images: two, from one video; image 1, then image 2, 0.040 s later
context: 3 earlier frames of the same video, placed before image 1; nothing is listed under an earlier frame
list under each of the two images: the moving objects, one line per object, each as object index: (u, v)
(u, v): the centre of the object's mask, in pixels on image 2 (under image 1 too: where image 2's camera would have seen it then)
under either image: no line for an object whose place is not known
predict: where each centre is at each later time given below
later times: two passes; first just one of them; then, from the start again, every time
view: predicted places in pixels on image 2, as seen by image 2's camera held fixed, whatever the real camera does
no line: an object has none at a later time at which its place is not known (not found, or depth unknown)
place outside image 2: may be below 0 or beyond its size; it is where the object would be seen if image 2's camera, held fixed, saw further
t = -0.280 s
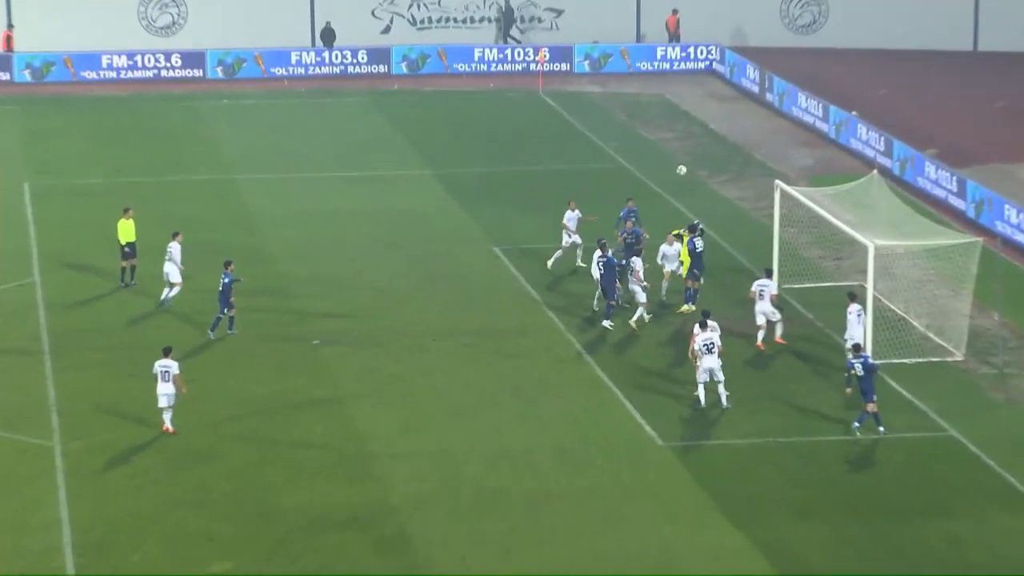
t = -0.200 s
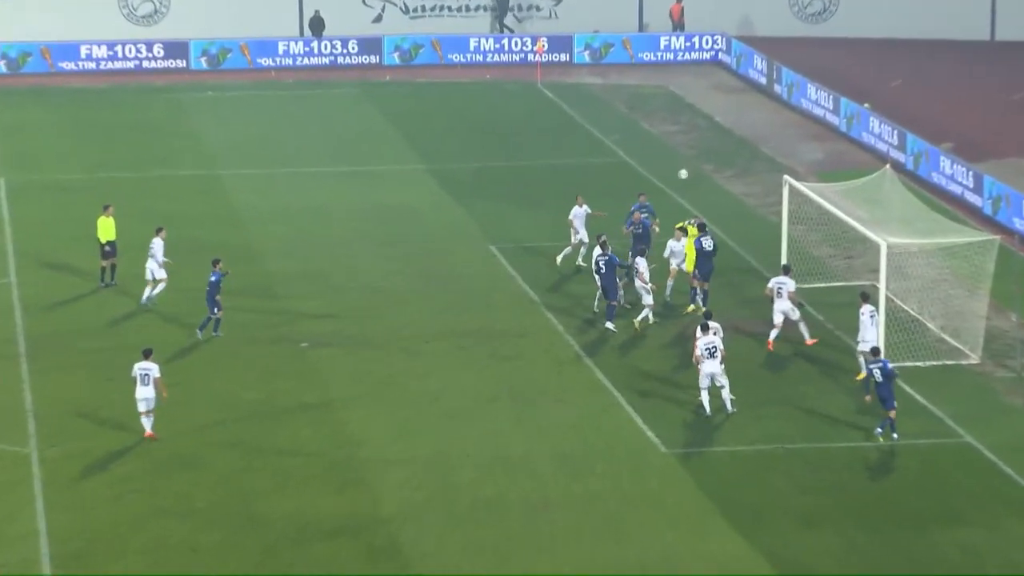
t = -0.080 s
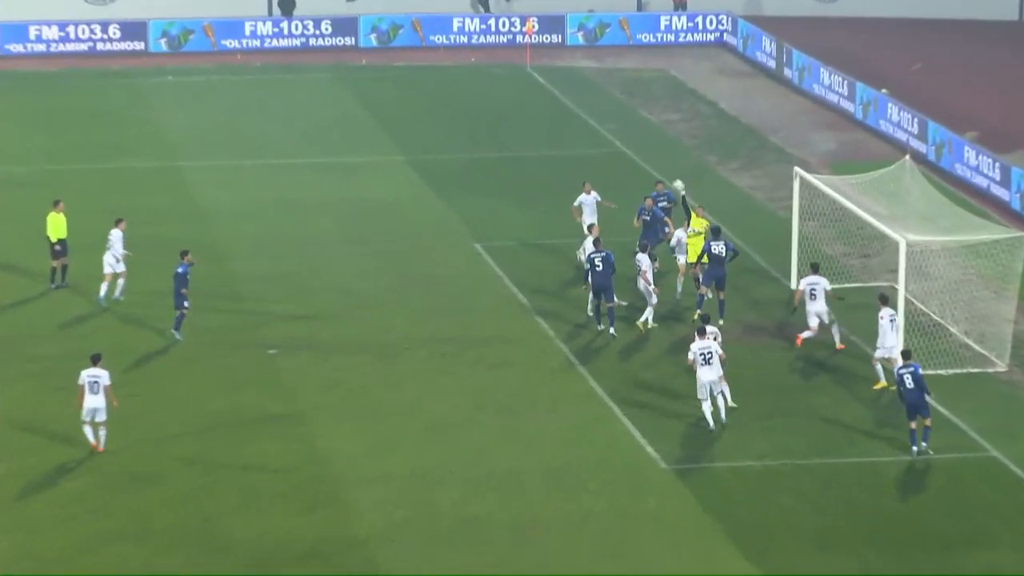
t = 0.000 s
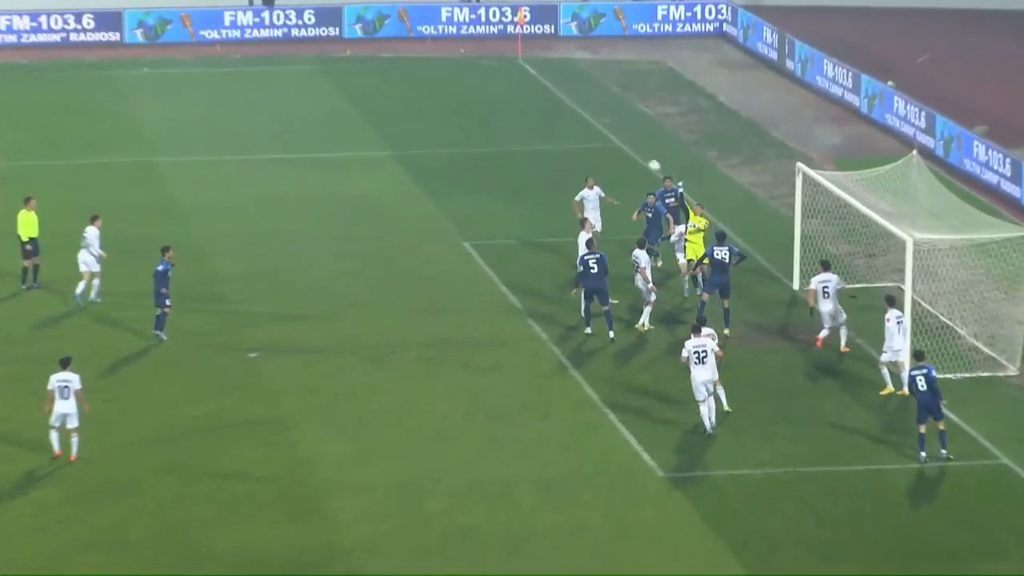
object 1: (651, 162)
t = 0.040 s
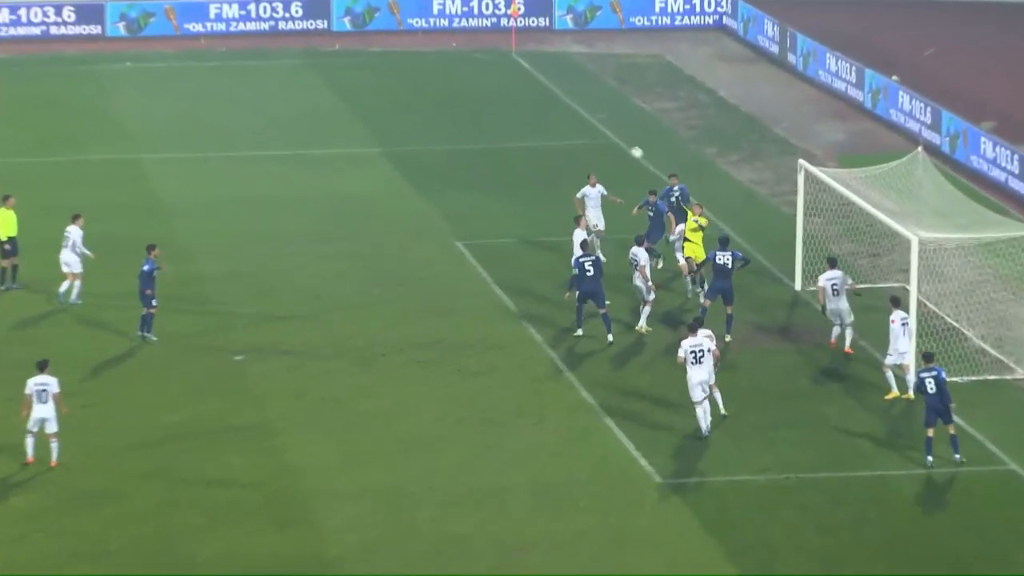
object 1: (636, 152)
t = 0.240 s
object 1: (576, 118)
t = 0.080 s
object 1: (629, 147)
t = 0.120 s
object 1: (614, 138)
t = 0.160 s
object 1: (598, 130)
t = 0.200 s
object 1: (583, 121)
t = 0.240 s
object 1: (576, 118)
